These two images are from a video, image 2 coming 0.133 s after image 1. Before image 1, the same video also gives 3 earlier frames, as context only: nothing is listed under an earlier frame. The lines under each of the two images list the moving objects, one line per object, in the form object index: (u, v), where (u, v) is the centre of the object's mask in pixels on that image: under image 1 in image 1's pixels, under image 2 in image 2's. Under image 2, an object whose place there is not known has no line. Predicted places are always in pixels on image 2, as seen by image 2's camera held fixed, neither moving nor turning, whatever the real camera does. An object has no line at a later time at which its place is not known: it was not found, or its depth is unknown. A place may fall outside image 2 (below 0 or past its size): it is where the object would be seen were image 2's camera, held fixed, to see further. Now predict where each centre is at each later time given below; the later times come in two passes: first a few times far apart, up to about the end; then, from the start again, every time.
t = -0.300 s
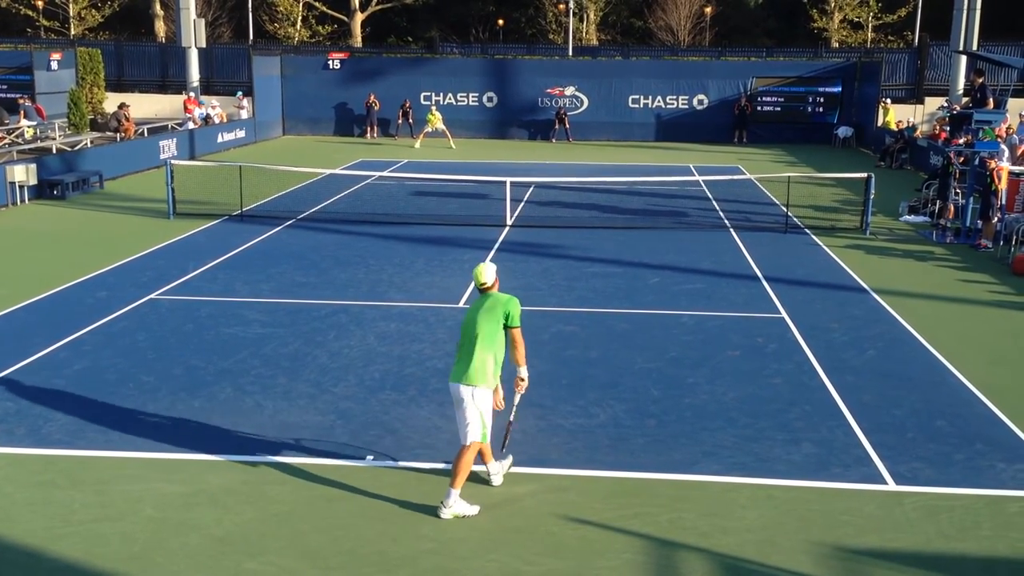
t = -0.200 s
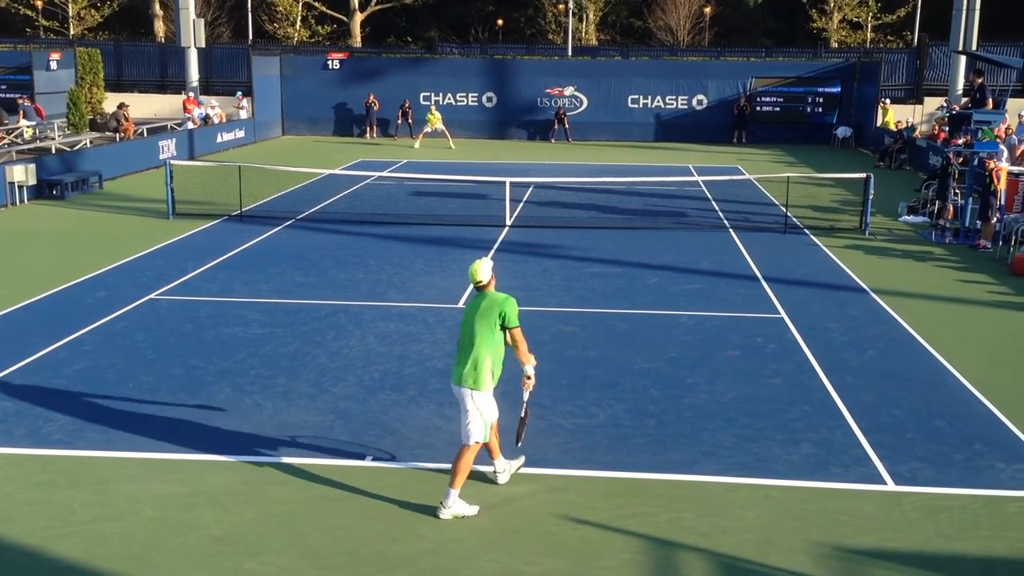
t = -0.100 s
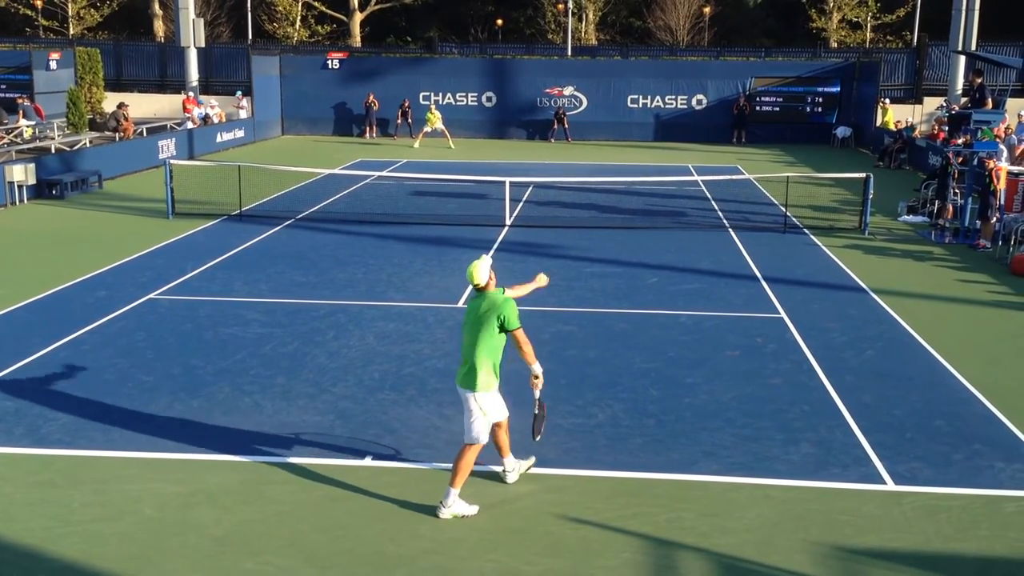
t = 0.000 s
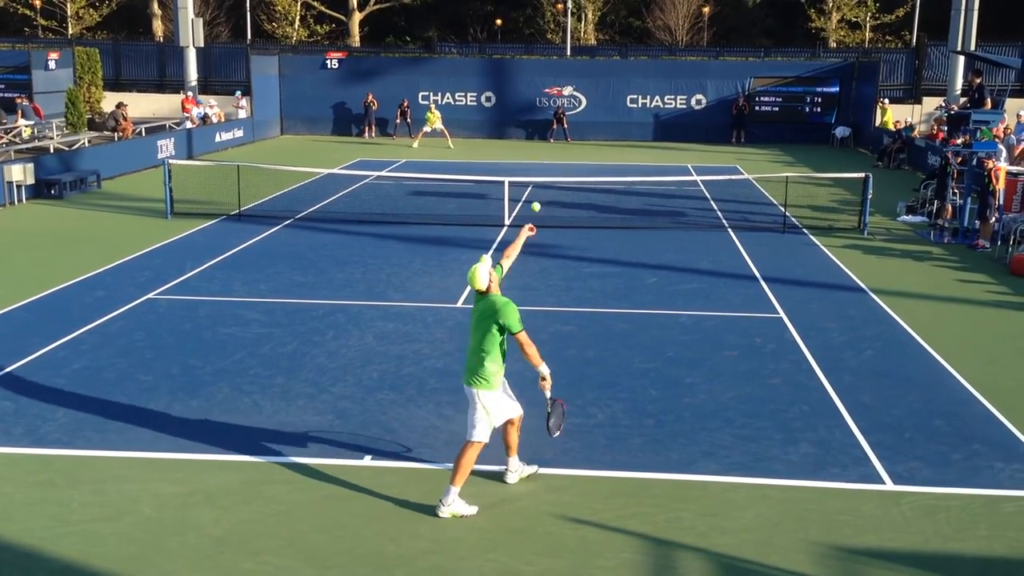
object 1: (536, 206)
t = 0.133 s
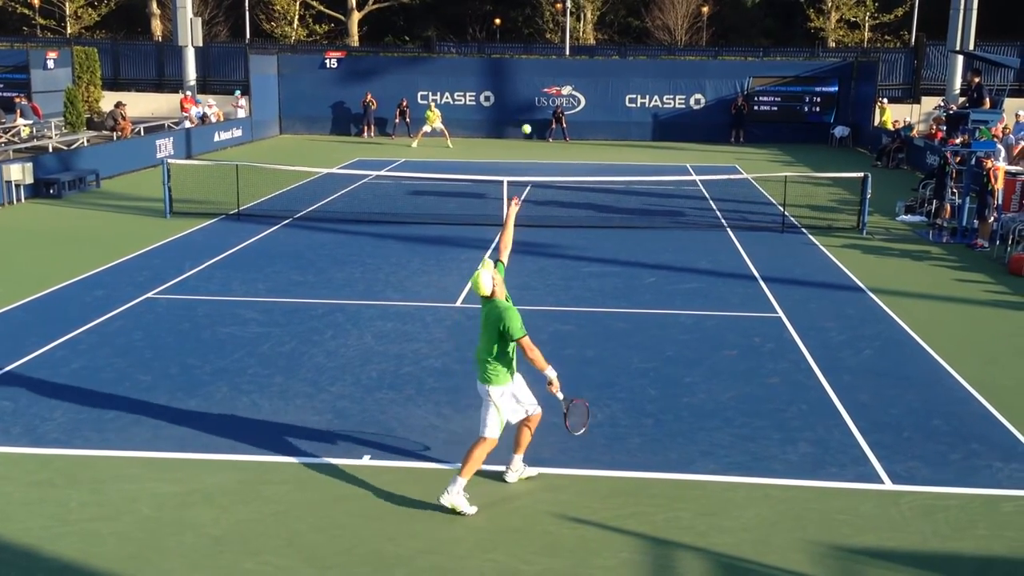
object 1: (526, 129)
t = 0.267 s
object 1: (517, 73)
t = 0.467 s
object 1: (502, 32)
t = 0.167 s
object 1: (524, 113)
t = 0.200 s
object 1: (522, 98)
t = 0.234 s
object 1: (519, 85)
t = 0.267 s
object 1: (517, 73)
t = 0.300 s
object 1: (515, 62)
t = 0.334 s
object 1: (512, 53)
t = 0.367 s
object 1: (510, 46)
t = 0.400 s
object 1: (507, 40)
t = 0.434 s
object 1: (505, 35)
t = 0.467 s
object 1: (502, 32)
